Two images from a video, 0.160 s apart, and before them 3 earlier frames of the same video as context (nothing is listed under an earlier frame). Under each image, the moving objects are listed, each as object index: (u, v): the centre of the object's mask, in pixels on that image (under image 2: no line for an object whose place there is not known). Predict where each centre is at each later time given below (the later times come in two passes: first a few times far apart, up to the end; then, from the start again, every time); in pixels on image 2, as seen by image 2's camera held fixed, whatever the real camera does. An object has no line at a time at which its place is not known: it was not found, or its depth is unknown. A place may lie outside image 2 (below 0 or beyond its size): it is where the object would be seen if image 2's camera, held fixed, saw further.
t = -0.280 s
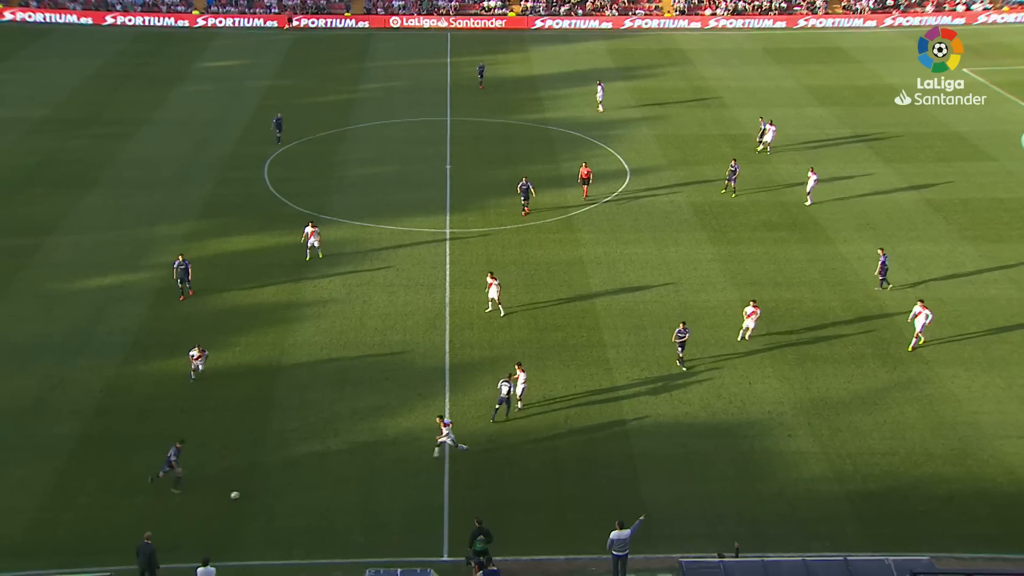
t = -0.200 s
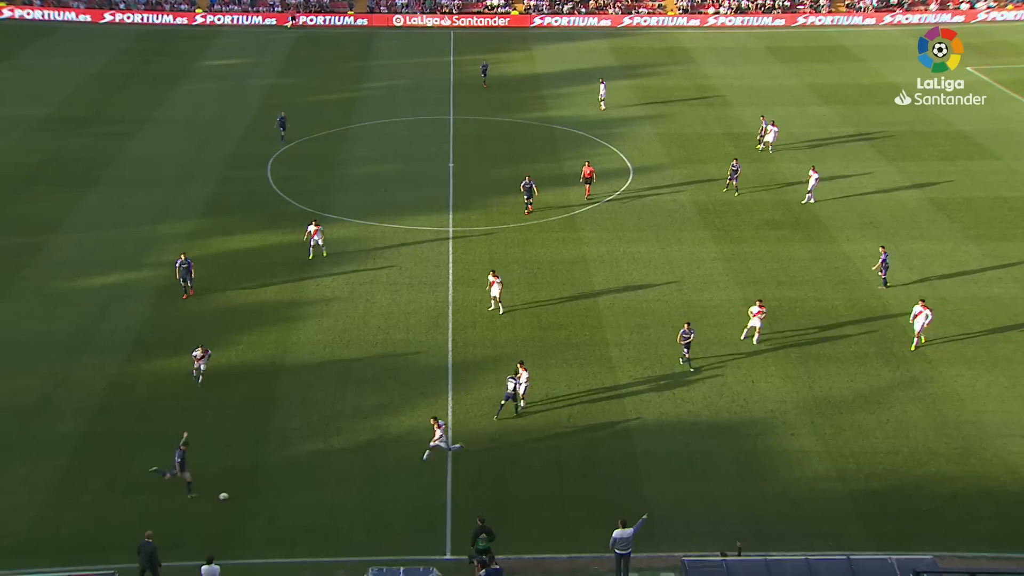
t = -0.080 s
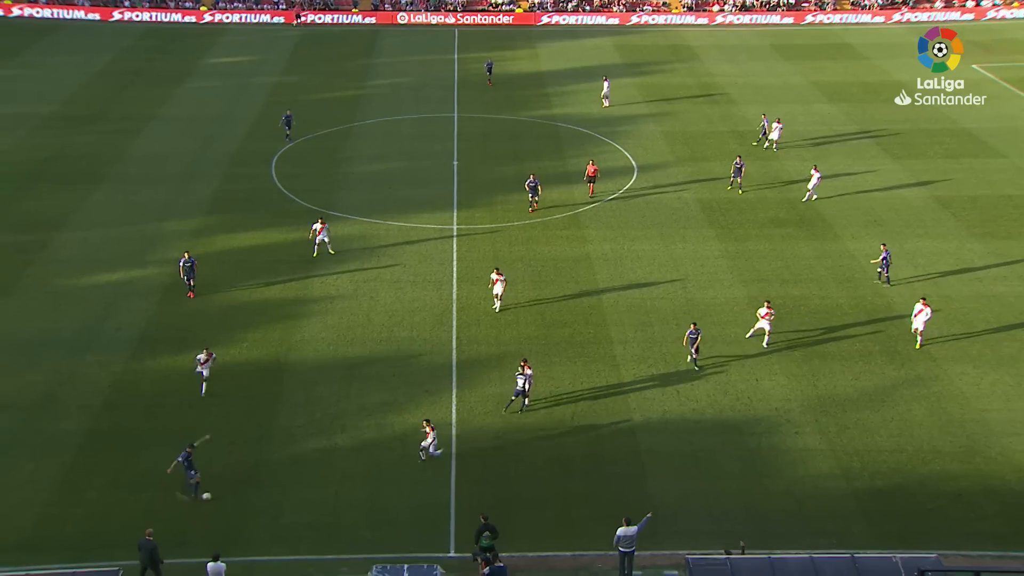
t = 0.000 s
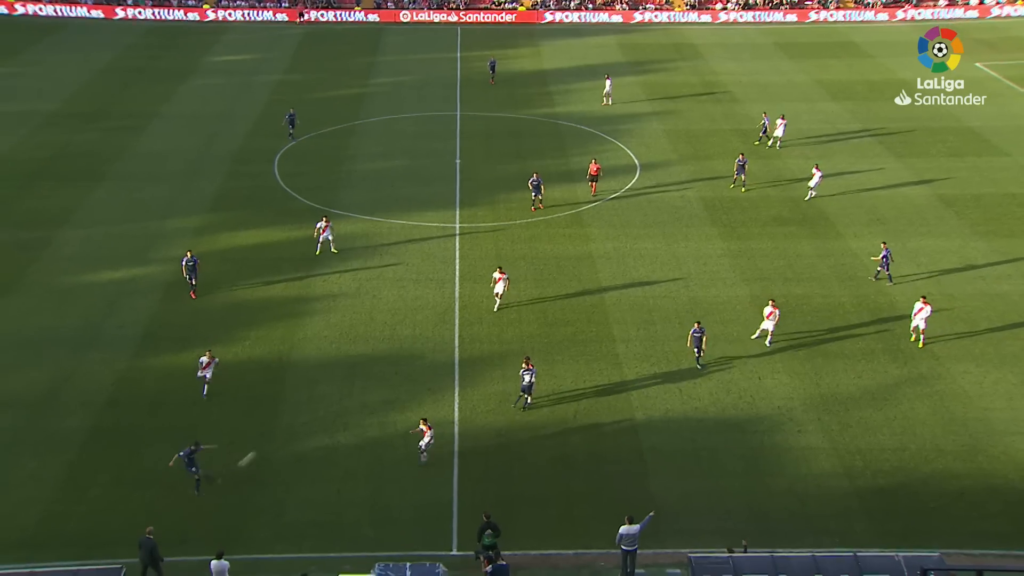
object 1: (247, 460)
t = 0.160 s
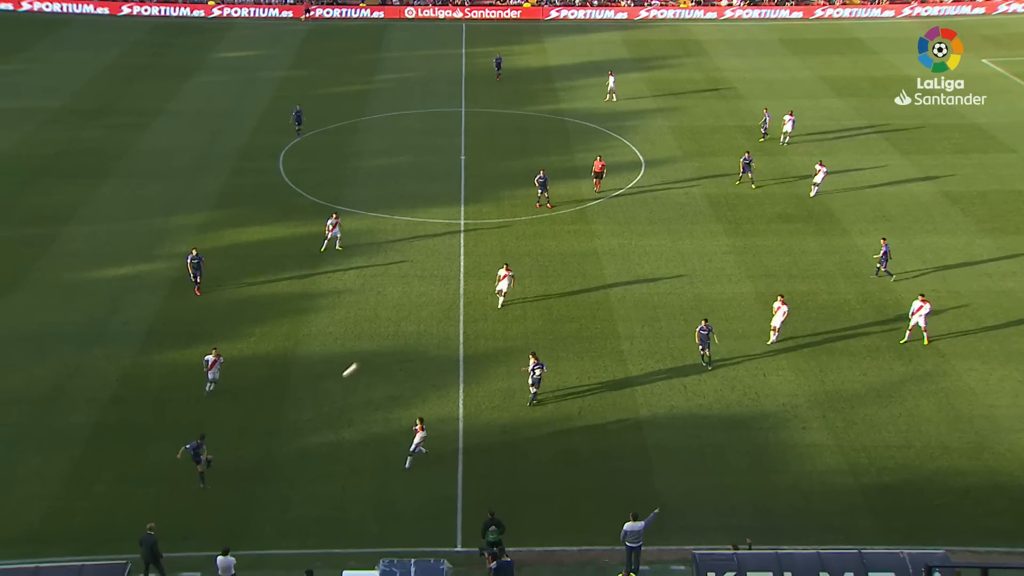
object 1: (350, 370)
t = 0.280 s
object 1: (412, 316)
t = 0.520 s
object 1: (511, 232)
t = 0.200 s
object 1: (371, 352)
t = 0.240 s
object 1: (393, 333)
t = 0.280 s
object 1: (412, 316)
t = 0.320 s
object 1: (431, 300)
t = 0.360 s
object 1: (448, 285)
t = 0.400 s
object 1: (465, 270)
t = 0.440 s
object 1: (481, 256)
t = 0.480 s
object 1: (496, 244)
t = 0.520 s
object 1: (511, 232)
